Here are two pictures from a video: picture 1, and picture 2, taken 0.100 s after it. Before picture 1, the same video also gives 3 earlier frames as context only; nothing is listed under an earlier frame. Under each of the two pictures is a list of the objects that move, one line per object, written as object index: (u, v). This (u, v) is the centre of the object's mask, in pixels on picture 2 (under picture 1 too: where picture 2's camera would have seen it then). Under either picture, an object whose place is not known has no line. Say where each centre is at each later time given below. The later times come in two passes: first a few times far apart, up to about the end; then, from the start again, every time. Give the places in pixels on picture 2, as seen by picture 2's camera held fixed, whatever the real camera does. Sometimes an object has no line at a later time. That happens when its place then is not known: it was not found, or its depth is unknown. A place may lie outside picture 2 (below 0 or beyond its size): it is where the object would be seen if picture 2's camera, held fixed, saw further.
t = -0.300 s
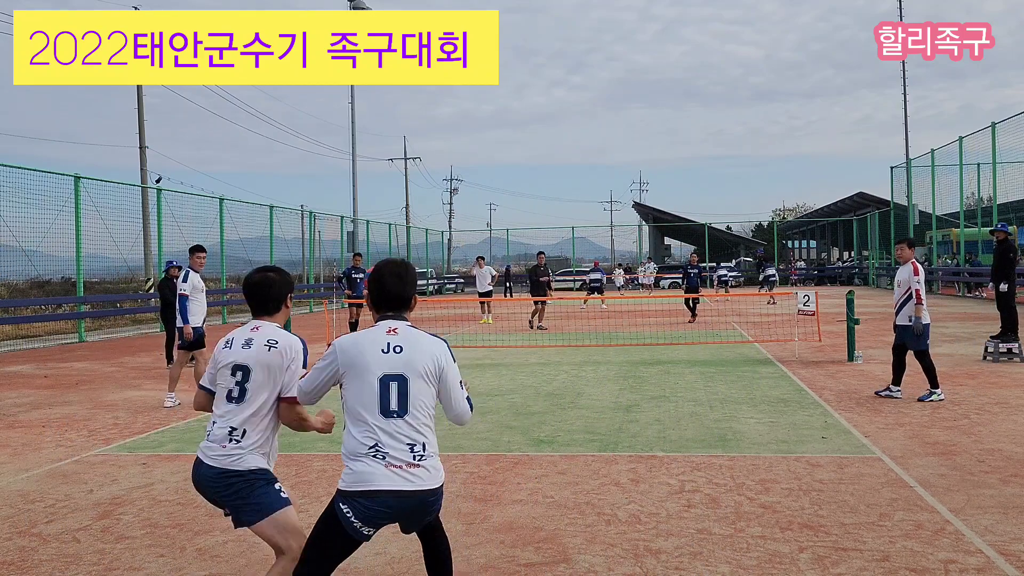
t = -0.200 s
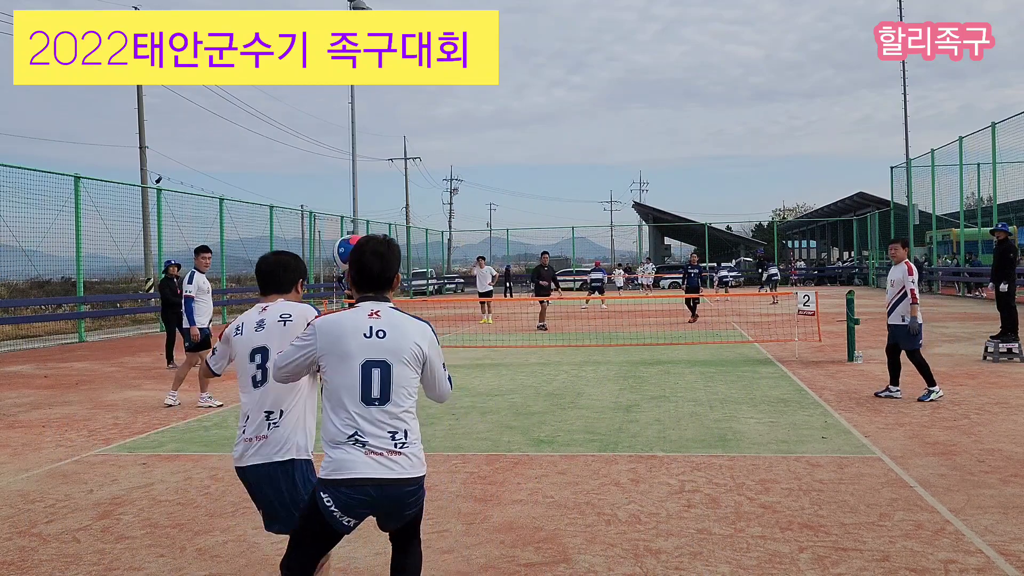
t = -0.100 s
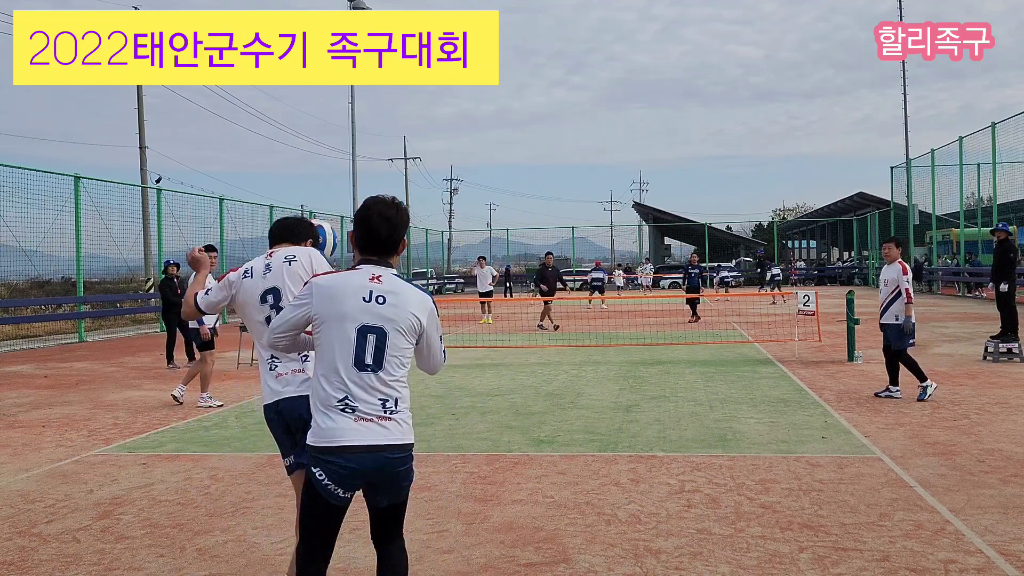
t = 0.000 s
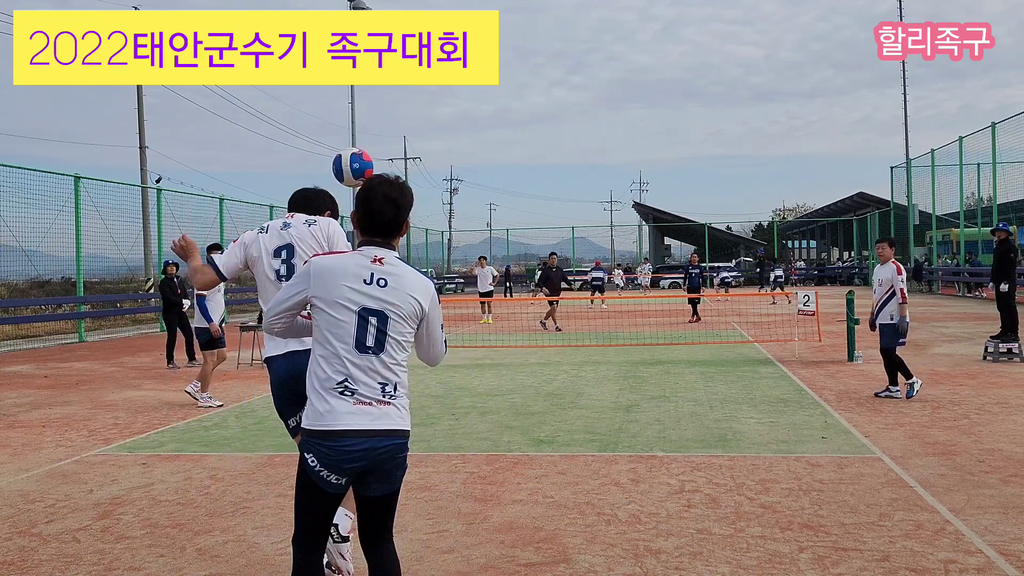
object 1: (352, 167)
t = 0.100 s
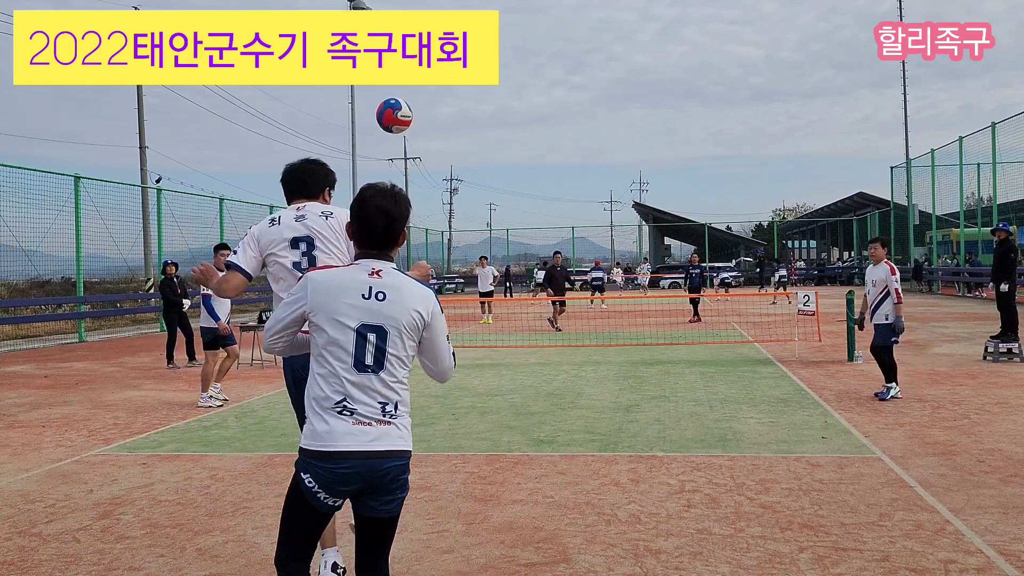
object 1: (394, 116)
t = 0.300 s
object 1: (452, 91)
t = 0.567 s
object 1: (501, 124)
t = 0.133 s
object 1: (406, 105)
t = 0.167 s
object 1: (417, 98)
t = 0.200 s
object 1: (427, 94)
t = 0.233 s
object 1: (436, 92)
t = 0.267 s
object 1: (444, 91)
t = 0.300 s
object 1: (452, 91)
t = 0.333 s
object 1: (459, 91)
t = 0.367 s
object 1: (467, 92)
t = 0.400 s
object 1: (473, 93)
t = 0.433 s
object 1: (479, 96)
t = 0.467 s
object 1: (486, 101)
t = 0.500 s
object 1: (491, 108)
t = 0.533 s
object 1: (496, 116)
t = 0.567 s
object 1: (501, 124)
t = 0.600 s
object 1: (506, 134)
